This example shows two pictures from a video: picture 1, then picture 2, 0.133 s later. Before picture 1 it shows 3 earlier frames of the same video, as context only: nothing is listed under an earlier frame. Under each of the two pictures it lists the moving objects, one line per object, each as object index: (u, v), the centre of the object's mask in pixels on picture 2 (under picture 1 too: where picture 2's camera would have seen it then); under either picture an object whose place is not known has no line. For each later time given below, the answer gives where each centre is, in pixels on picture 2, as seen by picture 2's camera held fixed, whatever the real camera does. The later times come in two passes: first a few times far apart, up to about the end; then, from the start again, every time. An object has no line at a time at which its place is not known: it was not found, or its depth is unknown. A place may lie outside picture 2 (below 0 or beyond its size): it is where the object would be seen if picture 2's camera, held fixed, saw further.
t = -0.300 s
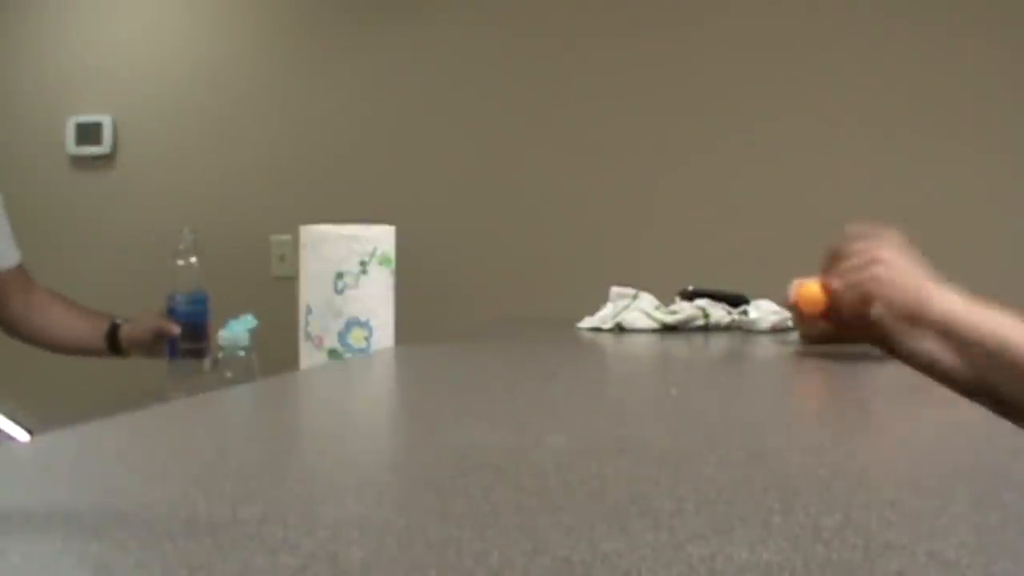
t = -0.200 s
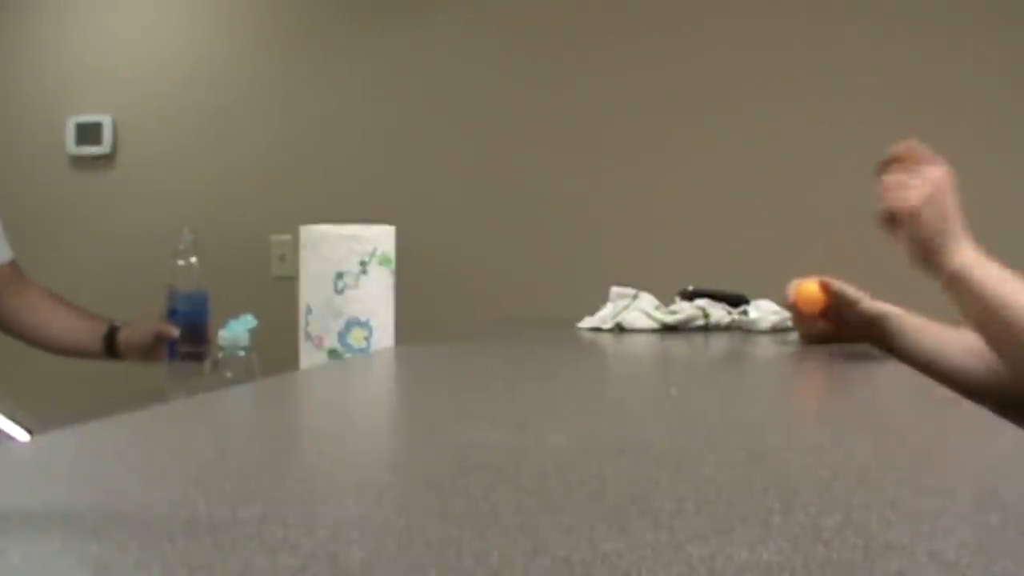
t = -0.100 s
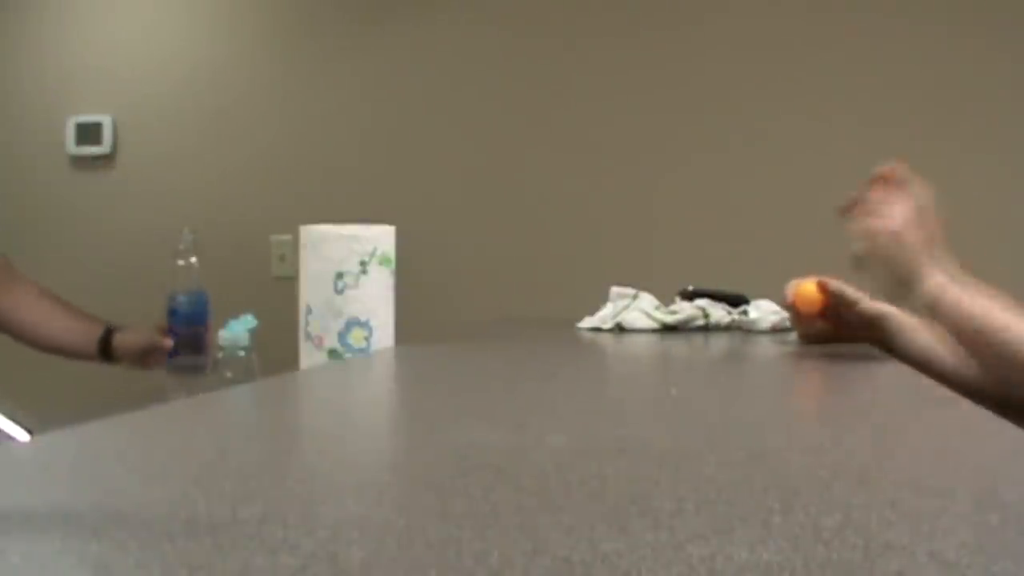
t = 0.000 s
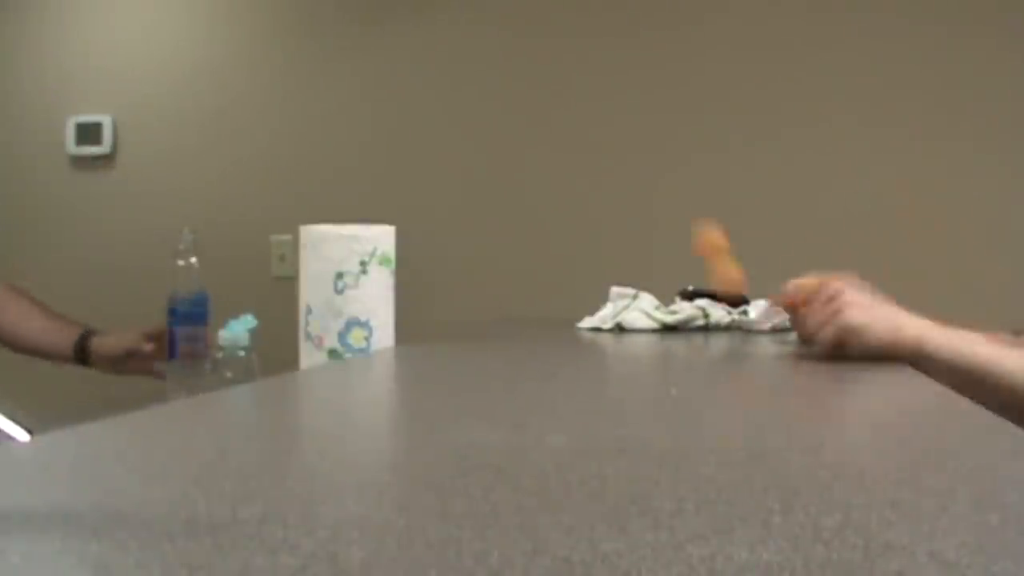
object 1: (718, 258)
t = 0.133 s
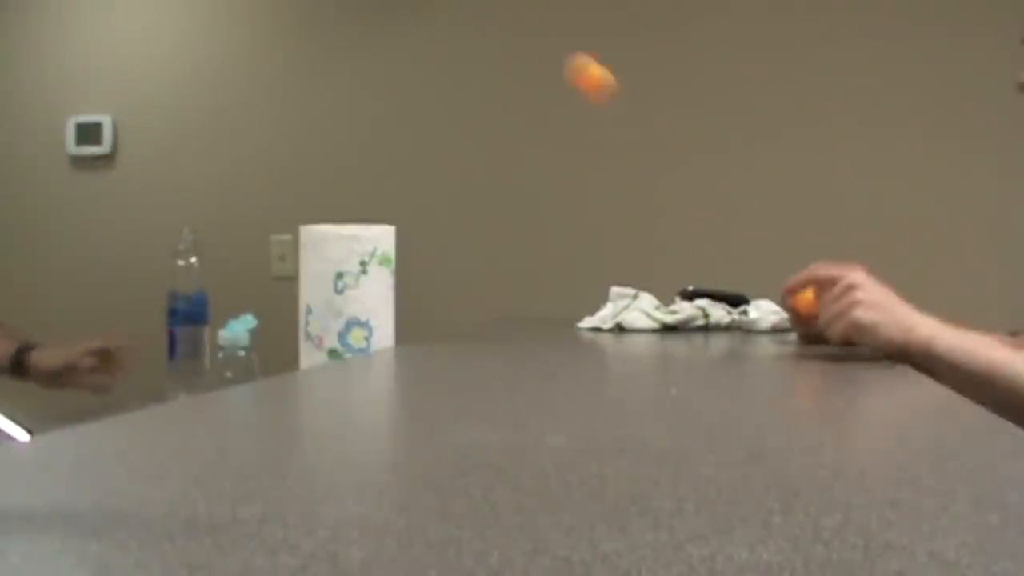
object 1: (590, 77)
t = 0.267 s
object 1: (473, 57)
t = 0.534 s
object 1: (260, 212)
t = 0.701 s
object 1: (130, 394)
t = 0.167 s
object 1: (561, 57)
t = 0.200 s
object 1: (531, 47)
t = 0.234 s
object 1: (501, 47)
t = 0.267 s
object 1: (473, 57)
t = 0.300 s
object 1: (445, 73)
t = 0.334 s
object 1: (417, 100)
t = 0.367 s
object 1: (390, 136)
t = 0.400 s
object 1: (363, 182)
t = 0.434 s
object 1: (337, 208)
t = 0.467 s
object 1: (313, 205)
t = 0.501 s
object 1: (287, 205)
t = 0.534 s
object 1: (260, 212)
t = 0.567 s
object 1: (232, 231)
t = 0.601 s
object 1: (206, 262)
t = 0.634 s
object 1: (178, 300)
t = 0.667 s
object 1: (149, 353)
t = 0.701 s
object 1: (130, 394)
